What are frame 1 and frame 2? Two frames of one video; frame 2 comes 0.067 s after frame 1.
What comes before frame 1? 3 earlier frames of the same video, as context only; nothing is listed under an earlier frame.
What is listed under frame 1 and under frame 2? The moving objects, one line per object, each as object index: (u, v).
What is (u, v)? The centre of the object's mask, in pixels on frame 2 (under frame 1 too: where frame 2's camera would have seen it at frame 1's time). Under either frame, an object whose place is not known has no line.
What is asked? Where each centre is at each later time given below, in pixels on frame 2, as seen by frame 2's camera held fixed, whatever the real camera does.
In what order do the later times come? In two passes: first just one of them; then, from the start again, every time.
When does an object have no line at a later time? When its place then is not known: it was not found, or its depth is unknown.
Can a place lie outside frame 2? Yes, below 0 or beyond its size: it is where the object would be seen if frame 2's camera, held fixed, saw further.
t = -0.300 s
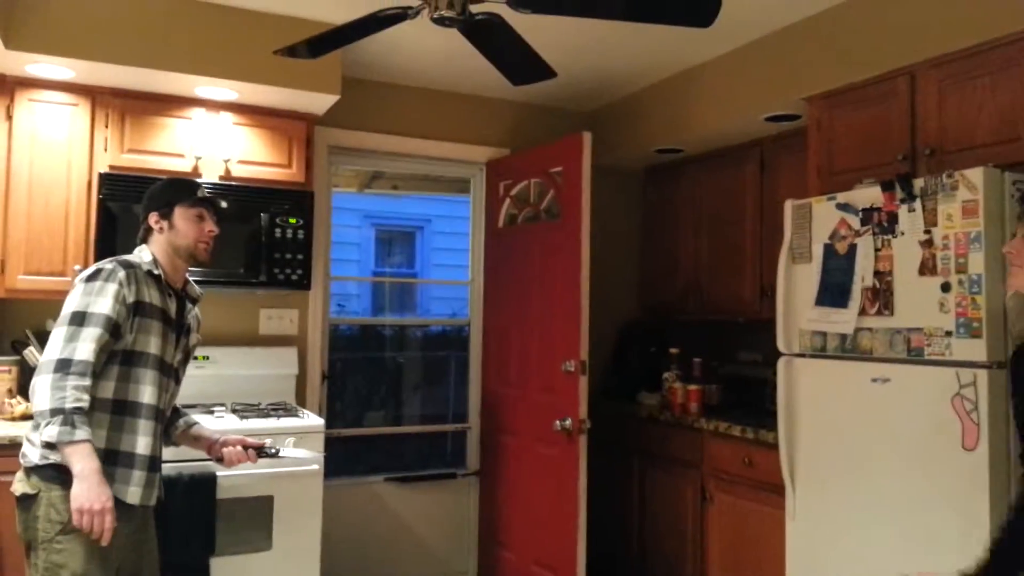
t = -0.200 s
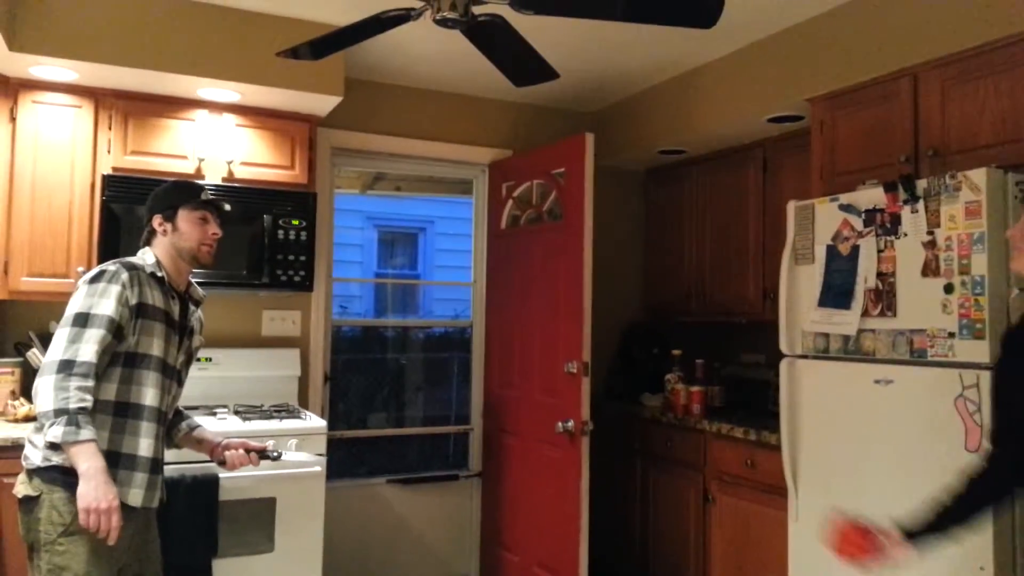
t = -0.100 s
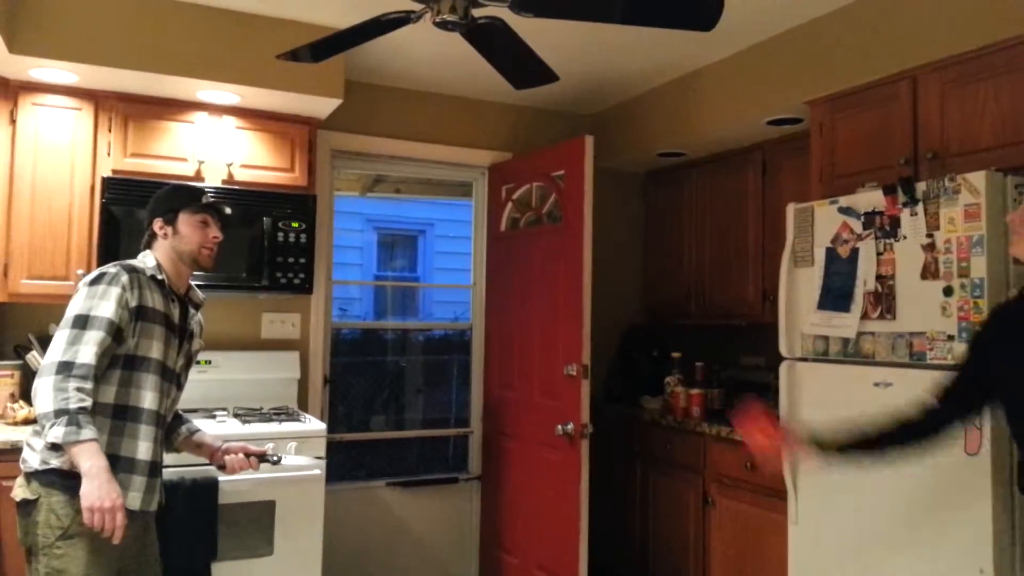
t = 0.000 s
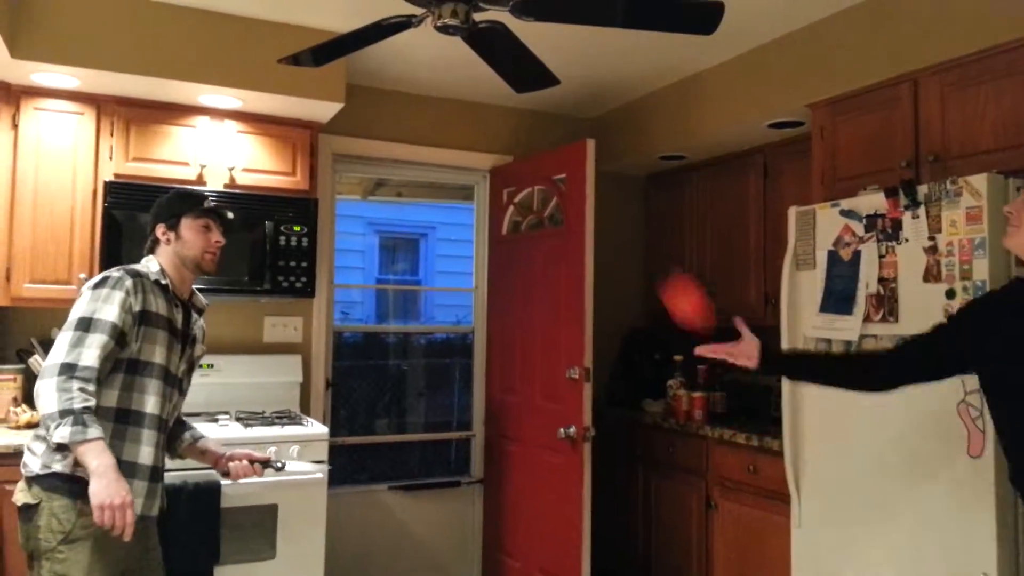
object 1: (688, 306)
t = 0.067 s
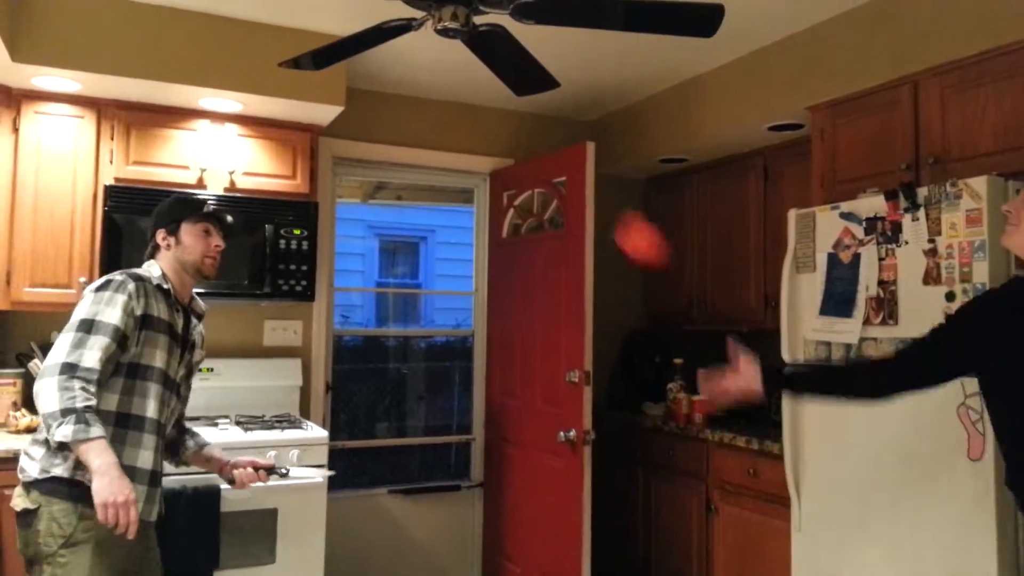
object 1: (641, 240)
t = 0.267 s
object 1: (510, 149)
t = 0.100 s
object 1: (620, 215)
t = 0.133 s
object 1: (595, 192)
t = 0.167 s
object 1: (570, 173)
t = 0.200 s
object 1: (551, 161)
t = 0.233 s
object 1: (529, 153)
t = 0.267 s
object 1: (510, 149)
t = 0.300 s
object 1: (487, 149)
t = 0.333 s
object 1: (464, 153)
